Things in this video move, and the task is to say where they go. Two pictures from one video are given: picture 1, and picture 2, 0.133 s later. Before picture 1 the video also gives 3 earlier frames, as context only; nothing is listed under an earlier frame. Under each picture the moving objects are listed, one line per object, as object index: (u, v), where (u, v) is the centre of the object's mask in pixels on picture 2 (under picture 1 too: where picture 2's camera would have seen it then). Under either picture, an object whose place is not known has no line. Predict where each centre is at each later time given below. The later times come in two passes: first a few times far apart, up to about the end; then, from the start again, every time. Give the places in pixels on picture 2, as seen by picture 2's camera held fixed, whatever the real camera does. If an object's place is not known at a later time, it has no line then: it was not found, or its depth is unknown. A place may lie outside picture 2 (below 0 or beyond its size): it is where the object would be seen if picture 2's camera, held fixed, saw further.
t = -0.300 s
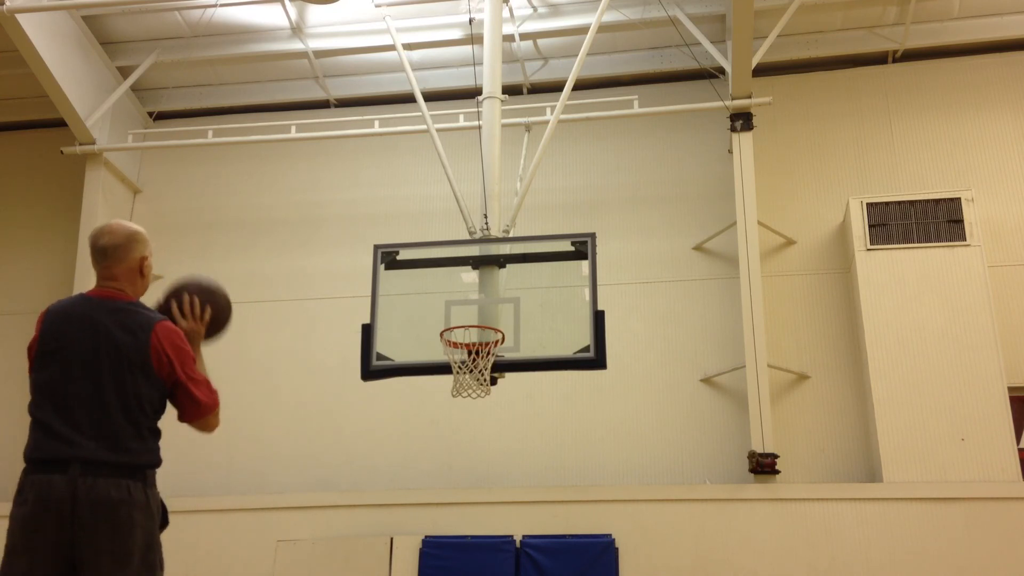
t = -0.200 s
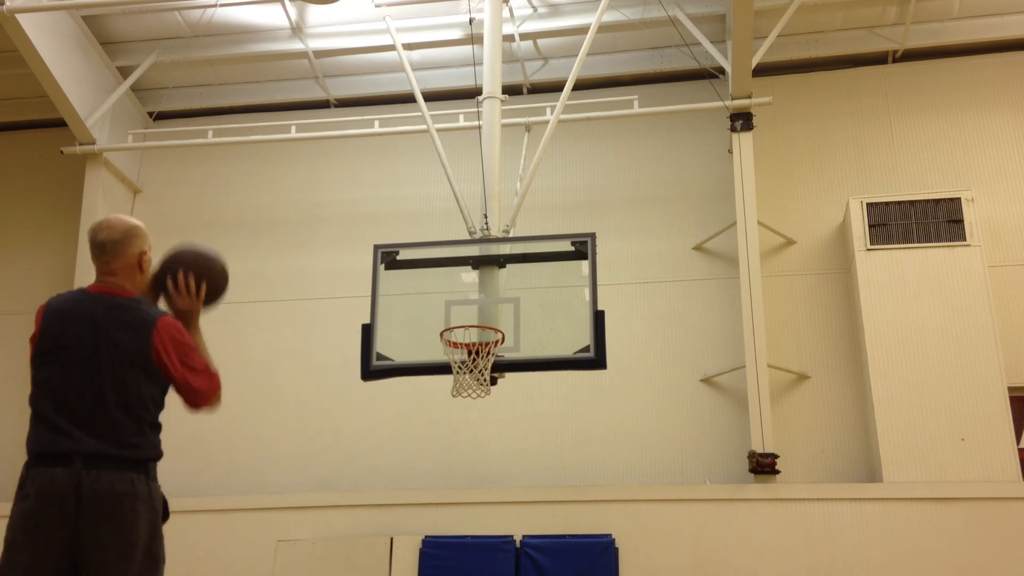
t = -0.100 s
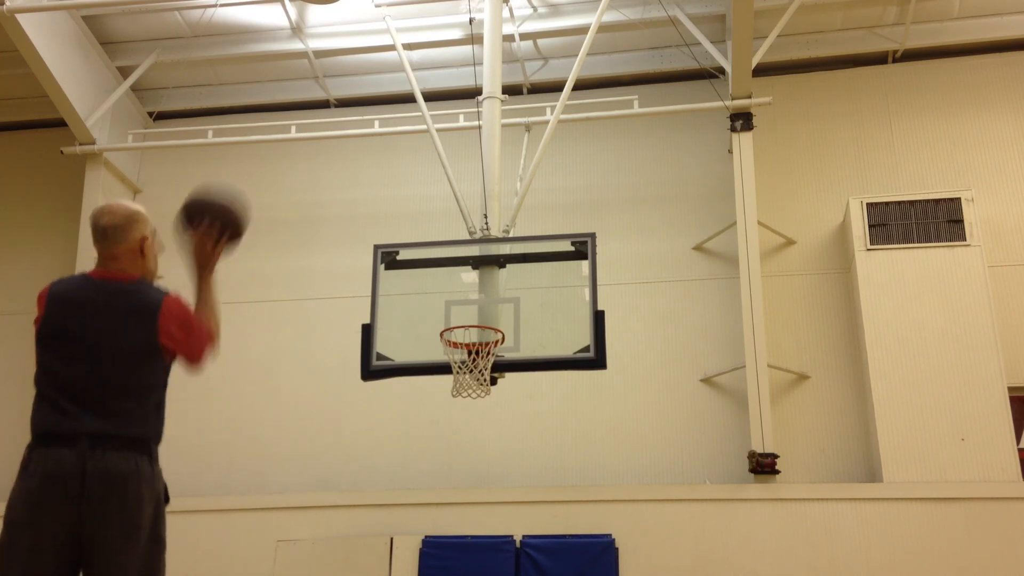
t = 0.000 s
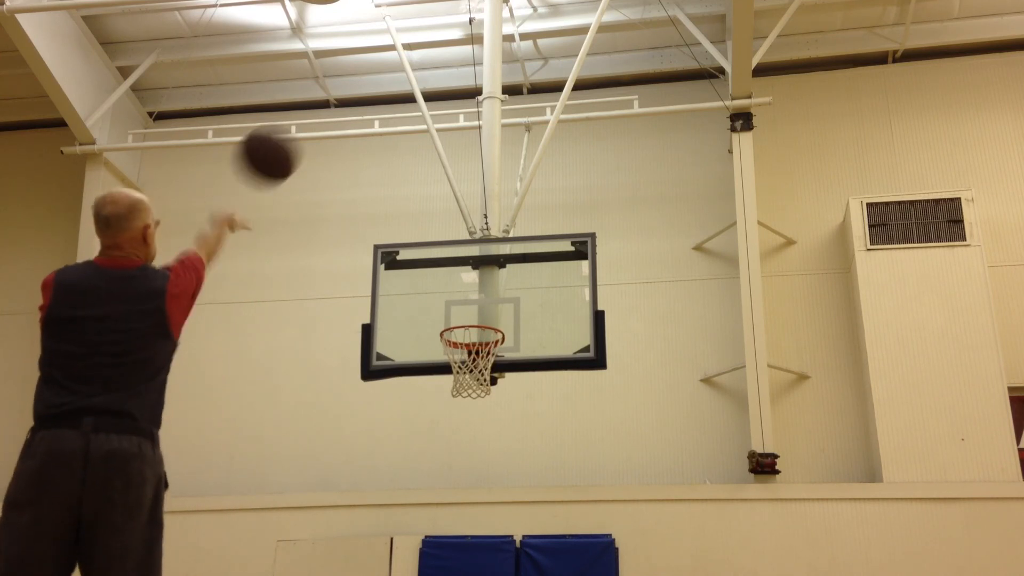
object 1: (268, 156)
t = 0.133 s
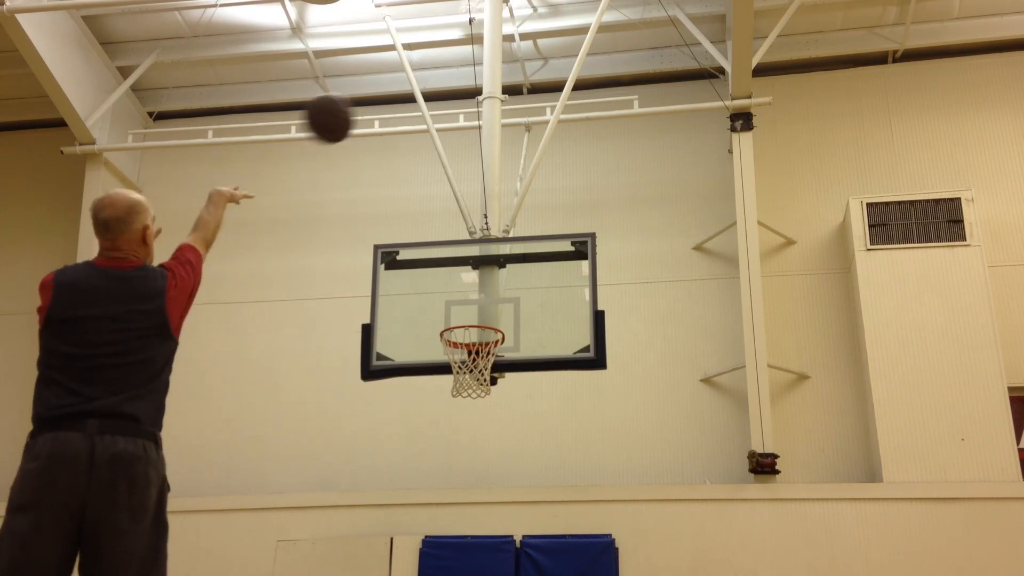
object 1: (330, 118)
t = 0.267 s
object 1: (373, 116)
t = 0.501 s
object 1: (428, 169)
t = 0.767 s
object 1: (471, 291)
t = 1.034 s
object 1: (455, 412)
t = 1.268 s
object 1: (422, 551)
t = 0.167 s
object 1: (341, 115)
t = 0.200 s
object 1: (353, 114)
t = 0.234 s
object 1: (364, 114)
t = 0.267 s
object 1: (373, 116)
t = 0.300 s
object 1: (382, 120)
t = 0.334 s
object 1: (391, 125)
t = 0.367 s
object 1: (399, 132)
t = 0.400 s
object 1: (407, 140)
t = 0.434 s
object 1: (414, 148)
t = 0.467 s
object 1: (421, 158)
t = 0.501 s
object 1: (428, 169)
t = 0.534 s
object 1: (434, 181)
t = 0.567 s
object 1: (440, 194)
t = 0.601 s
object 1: (445, 208)
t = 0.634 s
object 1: (451, 222)
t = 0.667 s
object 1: (456, 237)
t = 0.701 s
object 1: (462, 257)
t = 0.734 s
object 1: (467, 273)
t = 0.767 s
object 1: (471, 291)
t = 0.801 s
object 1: (476, 310)
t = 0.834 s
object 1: (480, 330)
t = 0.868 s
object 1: (479, 350)
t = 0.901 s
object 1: (471, 365)
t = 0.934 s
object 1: (469, 391)
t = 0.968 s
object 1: (463, 394)
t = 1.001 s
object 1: (458, 401)
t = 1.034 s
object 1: (455, 412)
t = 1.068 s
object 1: (451, 426)
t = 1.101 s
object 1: (446, 441)
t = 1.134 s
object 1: (442, 459)
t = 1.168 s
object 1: (437, 478)
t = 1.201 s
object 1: (432, 500)
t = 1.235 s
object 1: (427, 523)
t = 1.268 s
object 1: (422, 551)
